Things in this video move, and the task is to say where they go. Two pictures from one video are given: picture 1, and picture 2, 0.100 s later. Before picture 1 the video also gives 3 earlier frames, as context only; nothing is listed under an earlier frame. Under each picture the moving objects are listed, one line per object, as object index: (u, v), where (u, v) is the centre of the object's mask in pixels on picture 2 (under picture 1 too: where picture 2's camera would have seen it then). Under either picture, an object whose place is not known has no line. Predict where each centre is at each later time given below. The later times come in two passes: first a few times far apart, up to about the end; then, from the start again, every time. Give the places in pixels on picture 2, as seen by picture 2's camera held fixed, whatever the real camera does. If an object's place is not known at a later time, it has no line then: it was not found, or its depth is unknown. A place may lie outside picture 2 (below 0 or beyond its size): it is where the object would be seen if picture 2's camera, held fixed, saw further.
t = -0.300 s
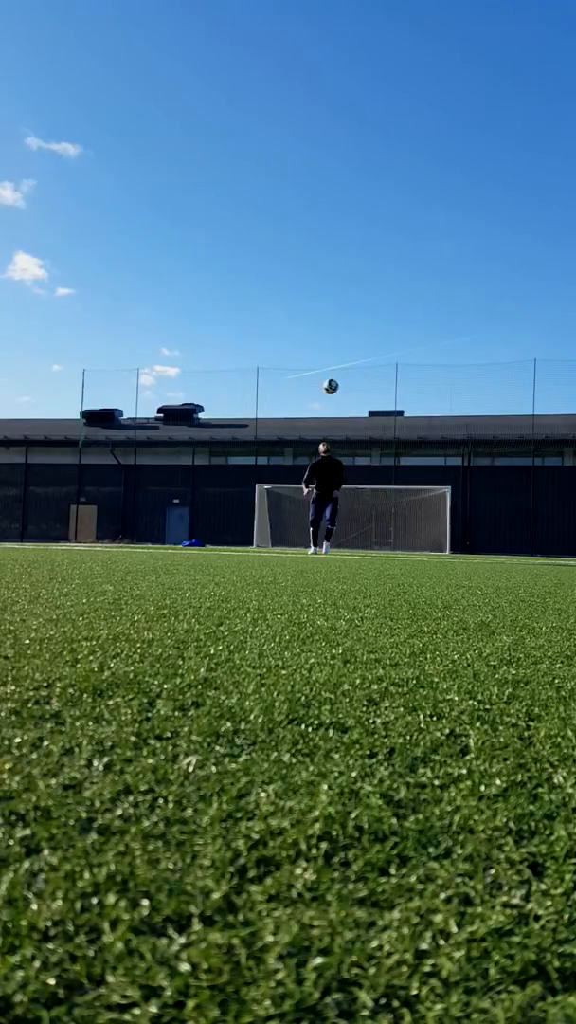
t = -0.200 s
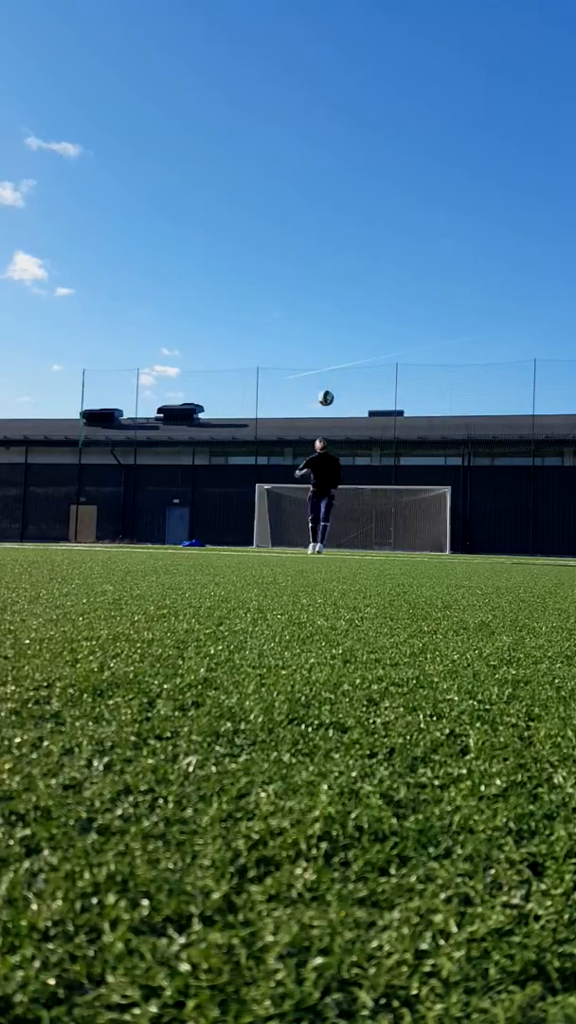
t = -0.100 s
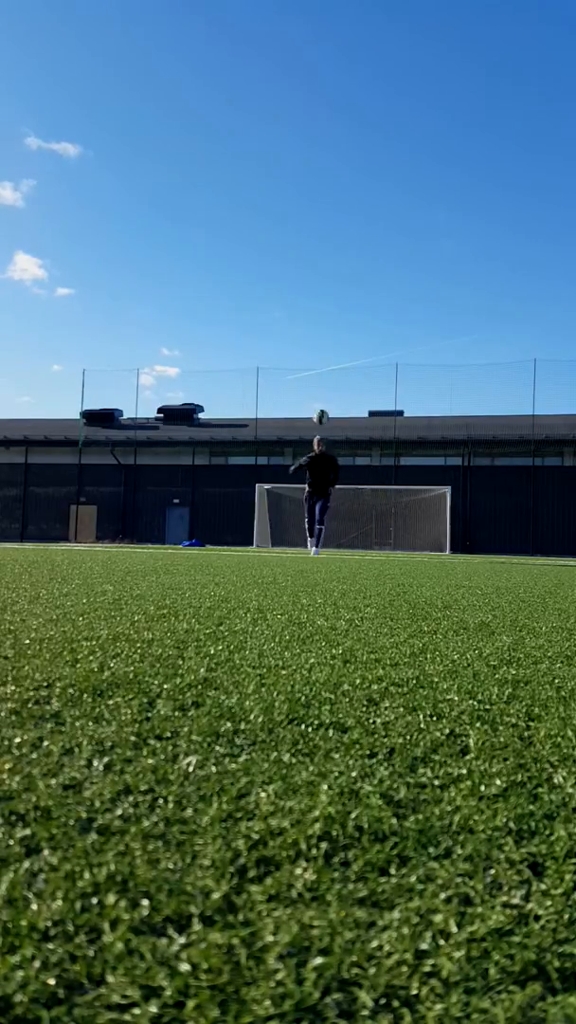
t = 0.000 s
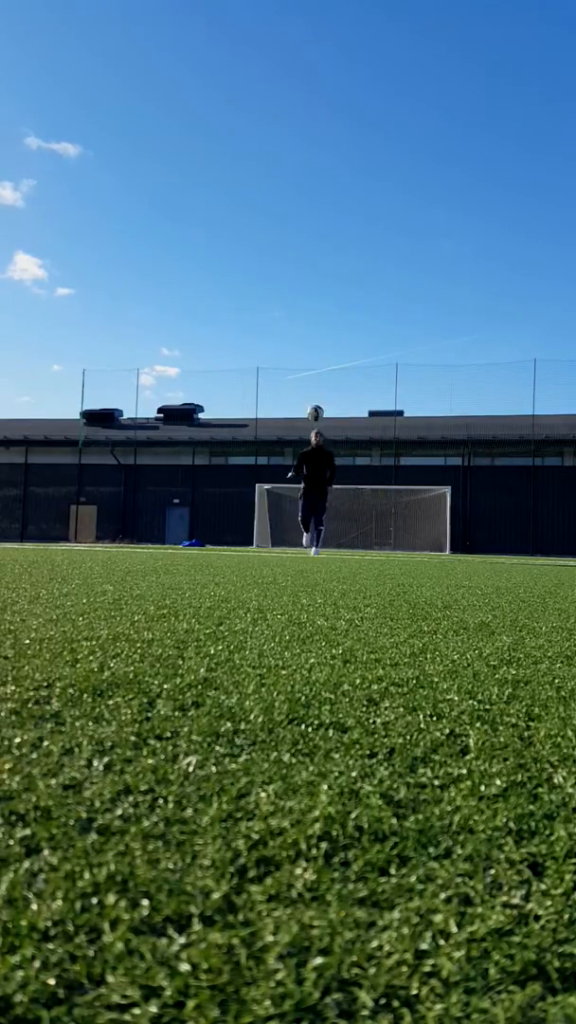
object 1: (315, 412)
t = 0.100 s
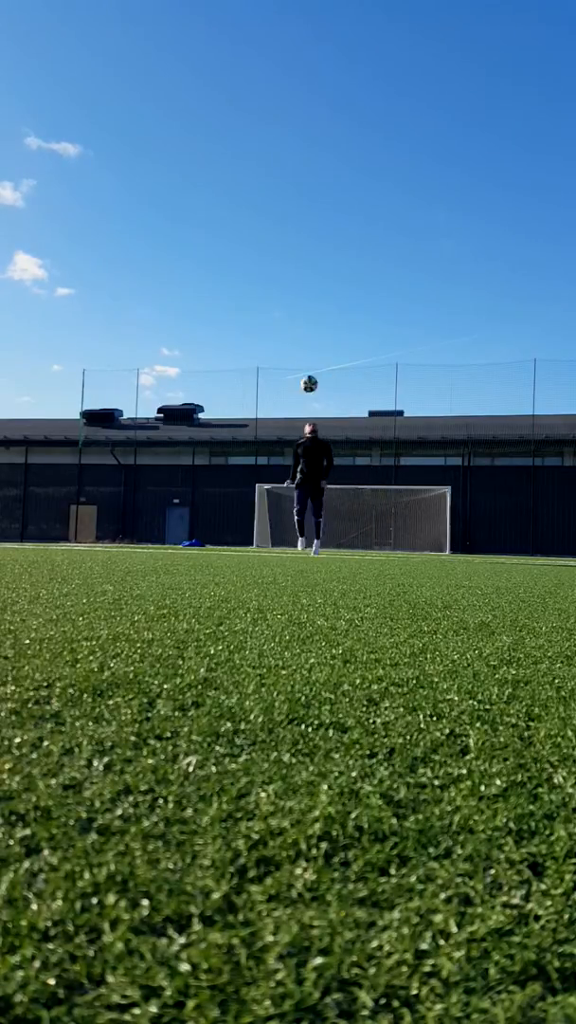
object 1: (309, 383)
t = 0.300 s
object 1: (295, 344)
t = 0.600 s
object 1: (269, 341)
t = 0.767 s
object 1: (251, 375)
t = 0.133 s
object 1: (307, 375)
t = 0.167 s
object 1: (305, 367)
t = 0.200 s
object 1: (302, 360)
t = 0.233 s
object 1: (300, 354)
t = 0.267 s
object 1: (297, 349)
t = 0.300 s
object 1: (295, 344)
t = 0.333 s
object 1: (292, 340)
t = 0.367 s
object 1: (290, 337)
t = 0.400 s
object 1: (287, 335)
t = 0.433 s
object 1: (284, 334)
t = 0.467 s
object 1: (281, 333)
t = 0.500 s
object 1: (279, 334)
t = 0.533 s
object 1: (276, 335)
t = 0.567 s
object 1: (272, 338)
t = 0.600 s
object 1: (269, 341)
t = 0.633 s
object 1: (266, 346)
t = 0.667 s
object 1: (262, 351)
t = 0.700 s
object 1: (259, 358)
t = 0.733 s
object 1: (255, 366)
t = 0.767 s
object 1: (251, 375)
